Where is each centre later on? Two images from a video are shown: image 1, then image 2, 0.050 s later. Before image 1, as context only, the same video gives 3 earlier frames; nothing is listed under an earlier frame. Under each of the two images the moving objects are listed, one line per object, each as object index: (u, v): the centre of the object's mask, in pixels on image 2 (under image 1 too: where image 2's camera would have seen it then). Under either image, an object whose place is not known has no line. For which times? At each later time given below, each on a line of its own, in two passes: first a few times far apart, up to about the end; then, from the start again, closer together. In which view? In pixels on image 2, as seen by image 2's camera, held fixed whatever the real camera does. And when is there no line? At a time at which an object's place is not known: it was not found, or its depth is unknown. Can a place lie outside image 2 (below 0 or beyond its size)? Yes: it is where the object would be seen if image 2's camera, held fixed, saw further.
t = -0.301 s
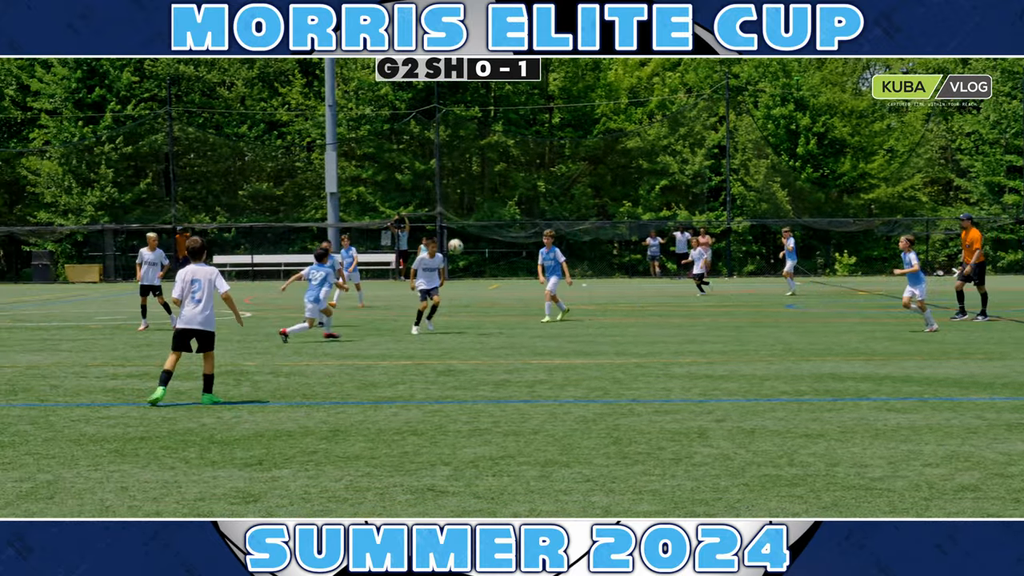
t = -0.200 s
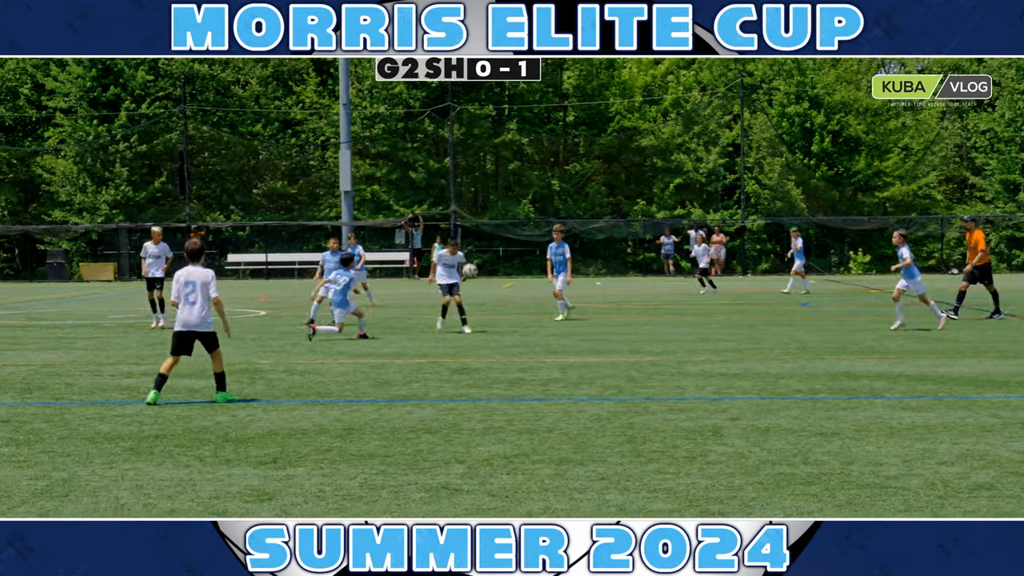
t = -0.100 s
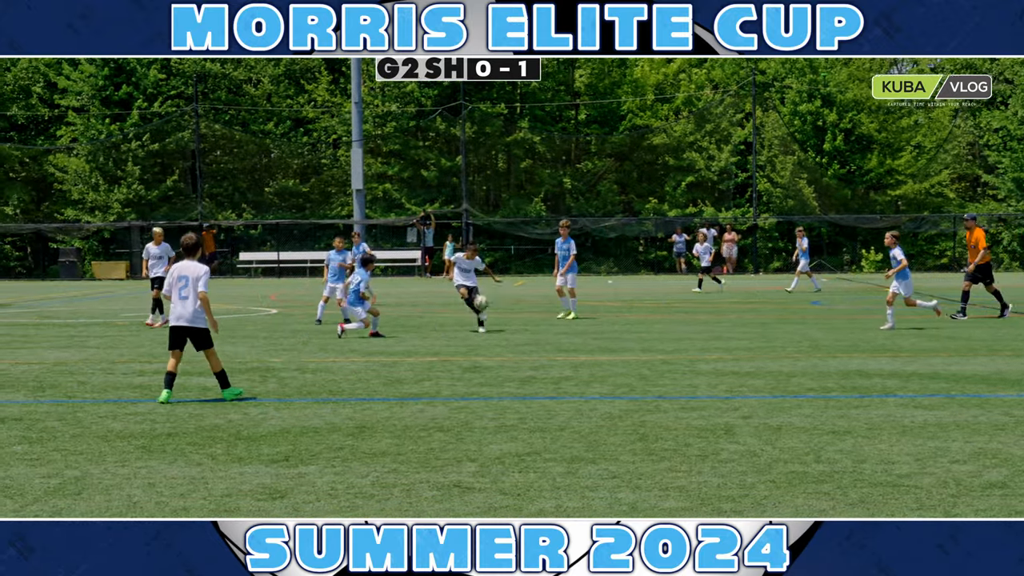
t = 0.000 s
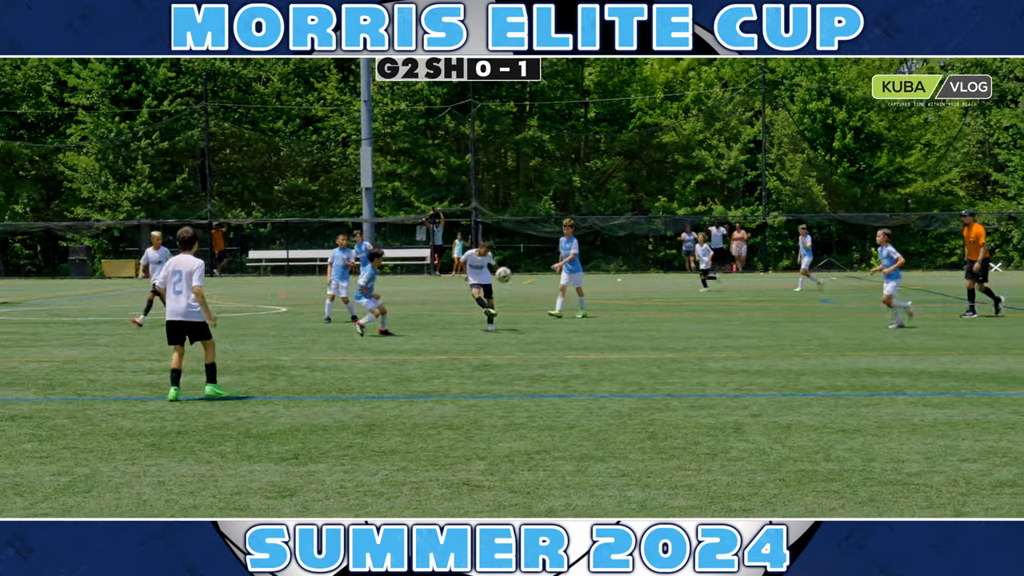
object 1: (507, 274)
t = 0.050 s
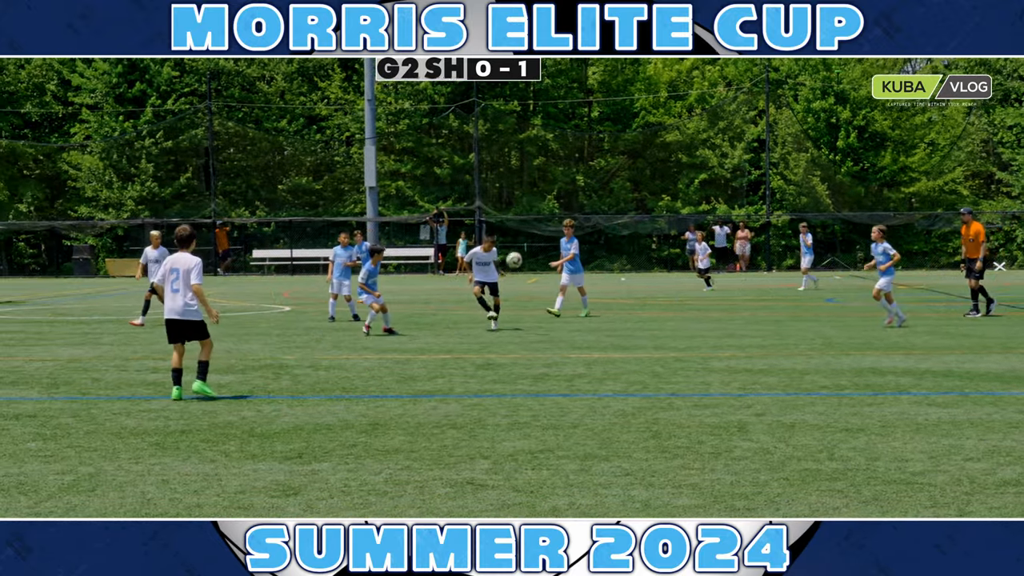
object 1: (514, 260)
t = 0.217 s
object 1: (537, 225)
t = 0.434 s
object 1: (572, 206)
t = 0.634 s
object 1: (609, 225)
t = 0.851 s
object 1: (658, 292)
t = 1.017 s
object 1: (699, 354)
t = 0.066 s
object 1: (516, 256)
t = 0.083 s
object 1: (519, 252)
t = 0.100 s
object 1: (521, 248)
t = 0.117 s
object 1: (523, 244)
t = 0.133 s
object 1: (526, 241)
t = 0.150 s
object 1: (528, 237)
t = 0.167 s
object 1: (530, 234)
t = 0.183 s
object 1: (533, 230)
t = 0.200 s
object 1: (535, 228)
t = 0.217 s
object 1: (537, 225)
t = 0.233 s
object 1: (540, 222)
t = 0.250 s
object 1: (542, 220)
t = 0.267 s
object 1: (544, 217)
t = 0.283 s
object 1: (547, 215)
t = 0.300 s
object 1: (549, 213)
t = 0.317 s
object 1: (552, 211)
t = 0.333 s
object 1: (555, 210)
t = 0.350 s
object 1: (558, 209)
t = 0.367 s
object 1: (560, 208)
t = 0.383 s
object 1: (563, 207)
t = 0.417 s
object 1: (569, 206)
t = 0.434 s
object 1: (572, 206)
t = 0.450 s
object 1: (575, 206)
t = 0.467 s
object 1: (578, 206)
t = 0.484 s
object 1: (581, 207)
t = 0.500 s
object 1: (584, 208)
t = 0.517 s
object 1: (587, 209)
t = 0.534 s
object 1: (590, 211)
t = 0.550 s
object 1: (593, 212)
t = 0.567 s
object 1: (596, 214)
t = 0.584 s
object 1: (600, 217)
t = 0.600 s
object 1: (603, 219)
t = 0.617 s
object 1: (606, 222)
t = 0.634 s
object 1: (609, 225)
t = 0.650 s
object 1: (613, 228)
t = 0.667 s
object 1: (616, 232)
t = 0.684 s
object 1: (619, 236)
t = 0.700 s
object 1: (623, 240)
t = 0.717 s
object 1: (626, 245)
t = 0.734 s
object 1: (630, 249)
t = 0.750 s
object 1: (633, 255)
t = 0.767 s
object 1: (638, 262)
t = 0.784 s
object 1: (642, 266)
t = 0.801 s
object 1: (645, 272)
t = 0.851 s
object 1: (658, 292)
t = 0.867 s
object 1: (661, 300)
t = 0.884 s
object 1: (666, 308)
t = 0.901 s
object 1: (670, 316)
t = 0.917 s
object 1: (674, 324)
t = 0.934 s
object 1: (678, 334)
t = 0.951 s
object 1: (683, 344)
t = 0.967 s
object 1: (688, 354)
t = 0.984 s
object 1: (692, 364)
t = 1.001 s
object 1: (695, 362)
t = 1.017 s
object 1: (699, 354)
